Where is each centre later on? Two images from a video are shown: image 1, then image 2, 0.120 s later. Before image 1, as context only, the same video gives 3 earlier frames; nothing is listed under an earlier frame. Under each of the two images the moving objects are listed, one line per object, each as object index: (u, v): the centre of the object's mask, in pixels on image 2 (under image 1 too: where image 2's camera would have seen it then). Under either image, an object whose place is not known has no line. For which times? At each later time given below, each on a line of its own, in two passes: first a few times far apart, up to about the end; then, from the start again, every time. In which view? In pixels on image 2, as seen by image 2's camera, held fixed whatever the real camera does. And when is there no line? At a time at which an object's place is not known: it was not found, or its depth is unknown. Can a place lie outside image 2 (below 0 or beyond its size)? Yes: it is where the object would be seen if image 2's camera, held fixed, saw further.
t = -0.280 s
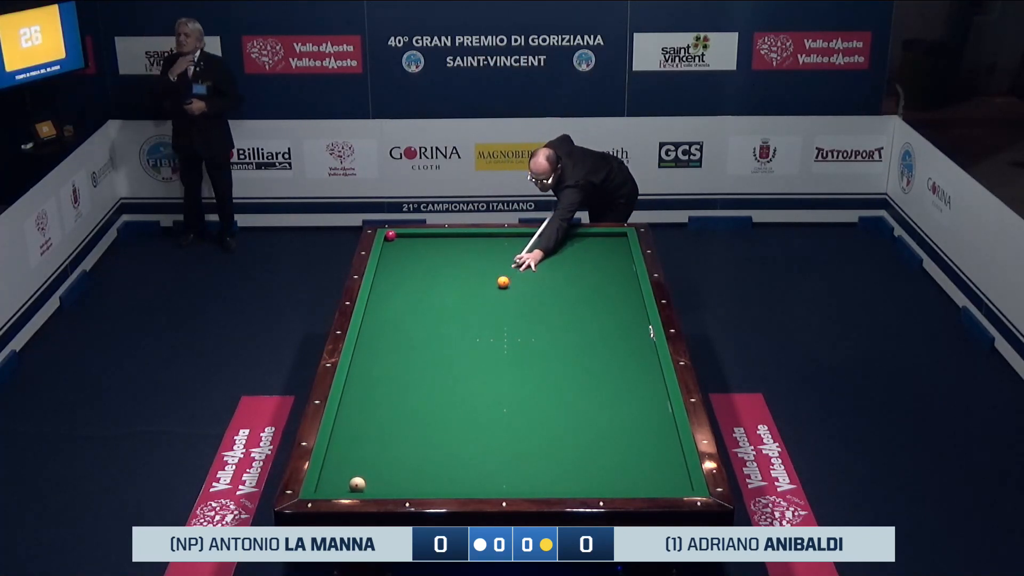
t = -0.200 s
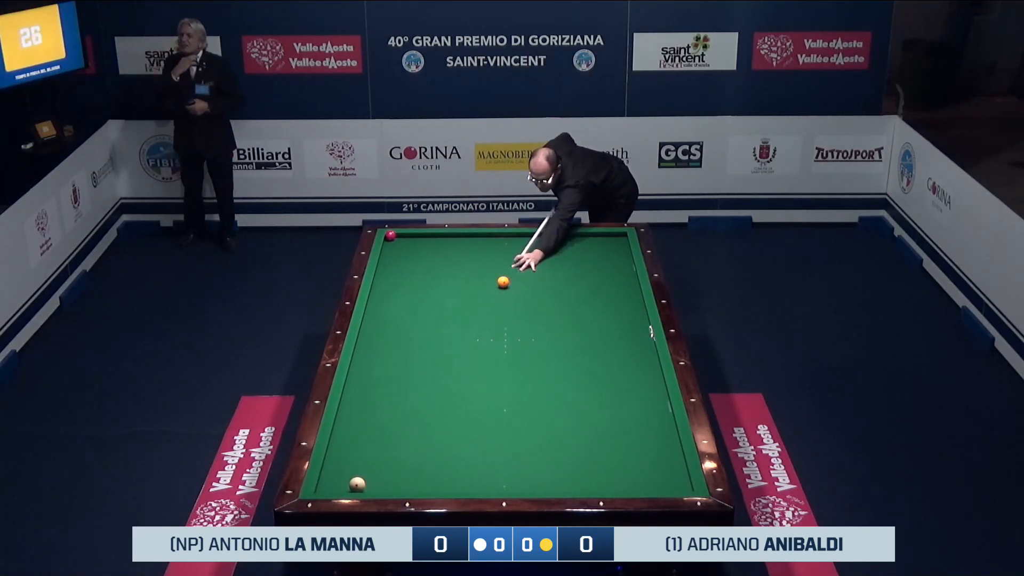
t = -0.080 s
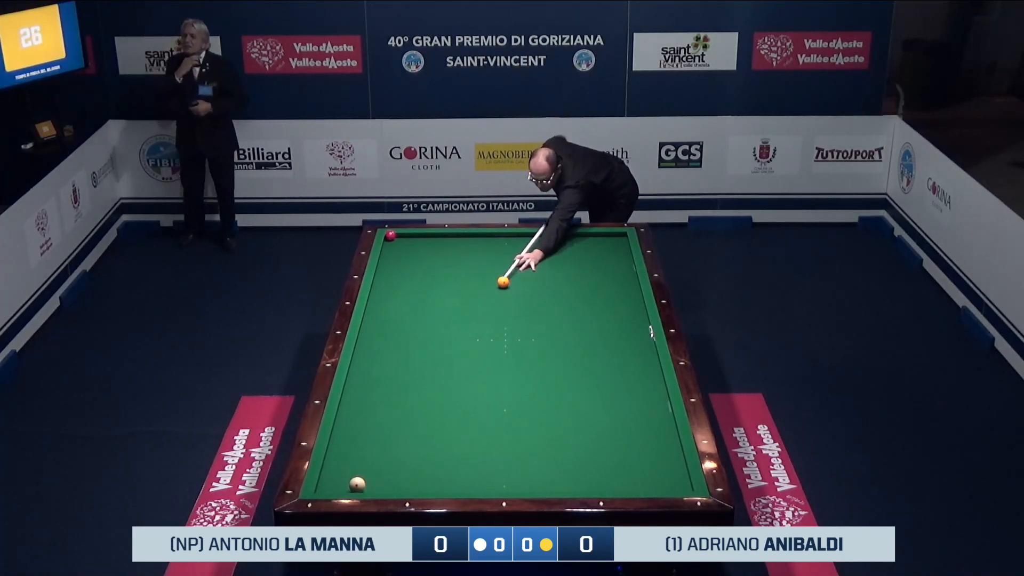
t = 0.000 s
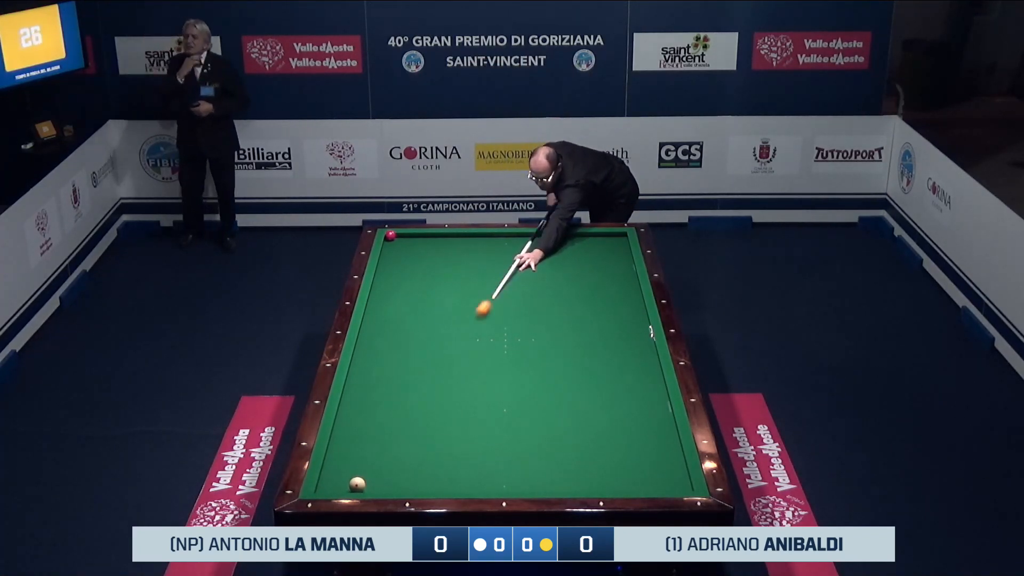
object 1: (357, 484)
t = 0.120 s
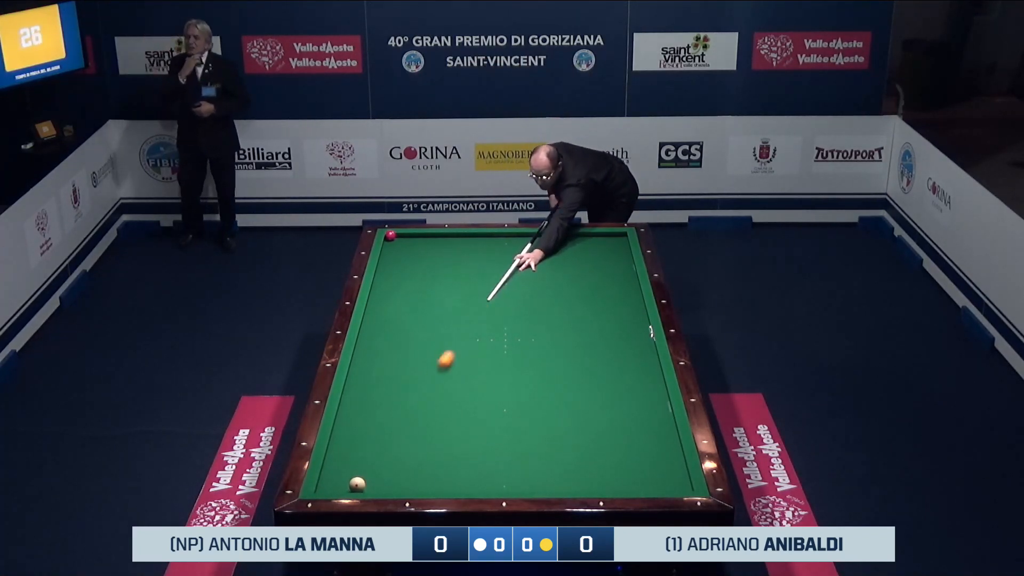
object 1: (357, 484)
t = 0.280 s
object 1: (357, 484)
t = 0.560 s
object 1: (398, 474)
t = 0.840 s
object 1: (447, 459)
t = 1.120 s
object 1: (494, 444)
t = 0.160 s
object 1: (357, 484)
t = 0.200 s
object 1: (357, 484)
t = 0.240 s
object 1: (357, 484)
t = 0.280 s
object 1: (357, 484)
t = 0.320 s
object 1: (357, 484)
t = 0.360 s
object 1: (356, 485)
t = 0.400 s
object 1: (365, 482)
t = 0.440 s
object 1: (374, 481)
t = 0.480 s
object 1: (383, 478)
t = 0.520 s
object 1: (391, 476)
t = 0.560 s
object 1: (398, 474)
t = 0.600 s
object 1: (405, 472)
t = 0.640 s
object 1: (412, 470)
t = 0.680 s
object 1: (420, 467)
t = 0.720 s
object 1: (426, 465)
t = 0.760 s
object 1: (434, 463)
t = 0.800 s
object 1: (441, 461)
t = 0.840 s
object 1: (447, 459)
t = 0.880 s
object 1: (454, 457)
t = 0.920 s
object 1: (461, 455)
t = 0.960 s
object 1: (468, 452)
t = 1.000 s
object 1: (474, 450)
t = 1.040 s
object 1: (481, 448)
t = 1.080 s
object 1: (488, 446)
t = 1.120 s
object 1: (494, 444)
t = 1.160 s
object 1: (500, 442)
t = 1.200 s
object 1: (507, 440)
